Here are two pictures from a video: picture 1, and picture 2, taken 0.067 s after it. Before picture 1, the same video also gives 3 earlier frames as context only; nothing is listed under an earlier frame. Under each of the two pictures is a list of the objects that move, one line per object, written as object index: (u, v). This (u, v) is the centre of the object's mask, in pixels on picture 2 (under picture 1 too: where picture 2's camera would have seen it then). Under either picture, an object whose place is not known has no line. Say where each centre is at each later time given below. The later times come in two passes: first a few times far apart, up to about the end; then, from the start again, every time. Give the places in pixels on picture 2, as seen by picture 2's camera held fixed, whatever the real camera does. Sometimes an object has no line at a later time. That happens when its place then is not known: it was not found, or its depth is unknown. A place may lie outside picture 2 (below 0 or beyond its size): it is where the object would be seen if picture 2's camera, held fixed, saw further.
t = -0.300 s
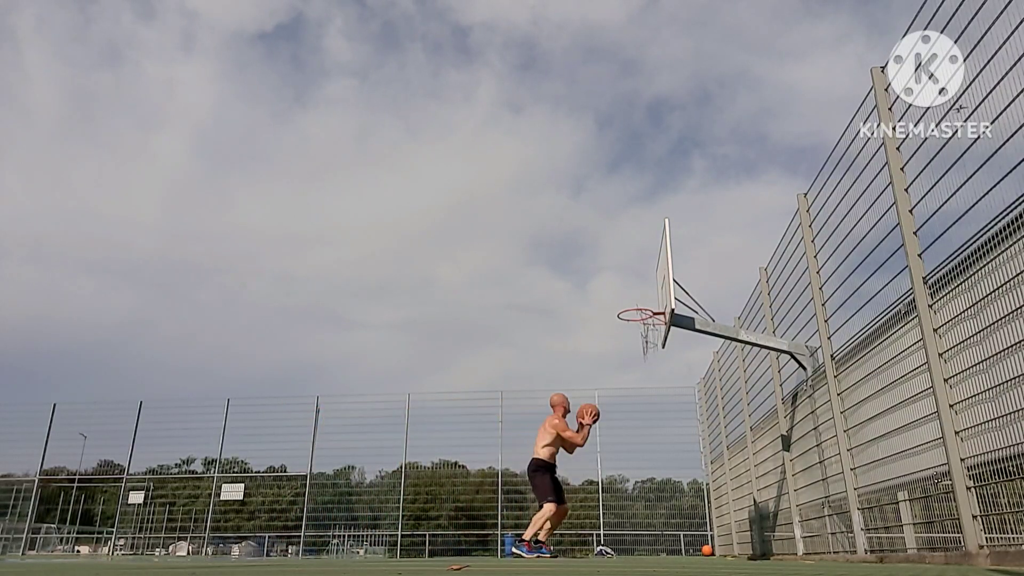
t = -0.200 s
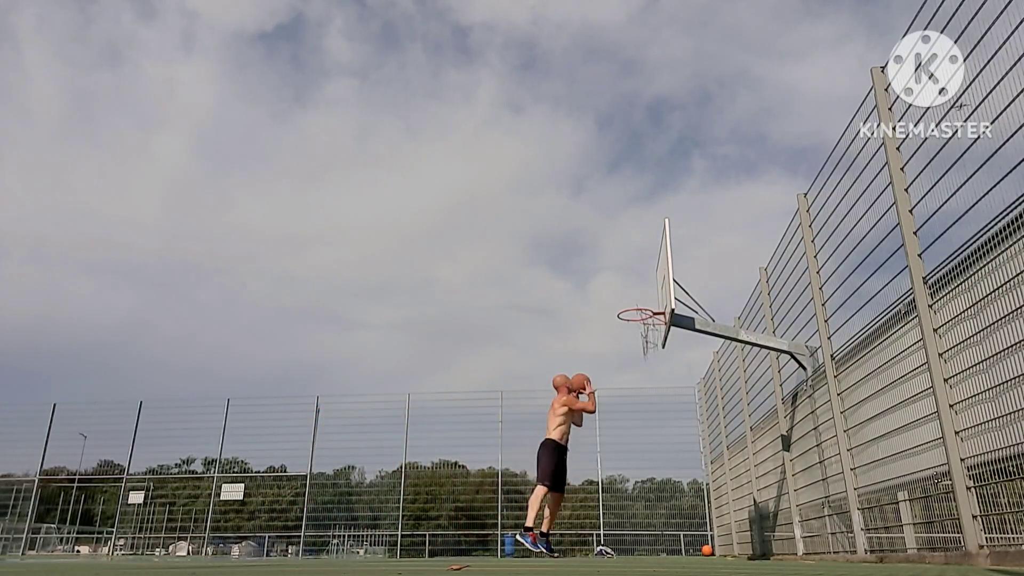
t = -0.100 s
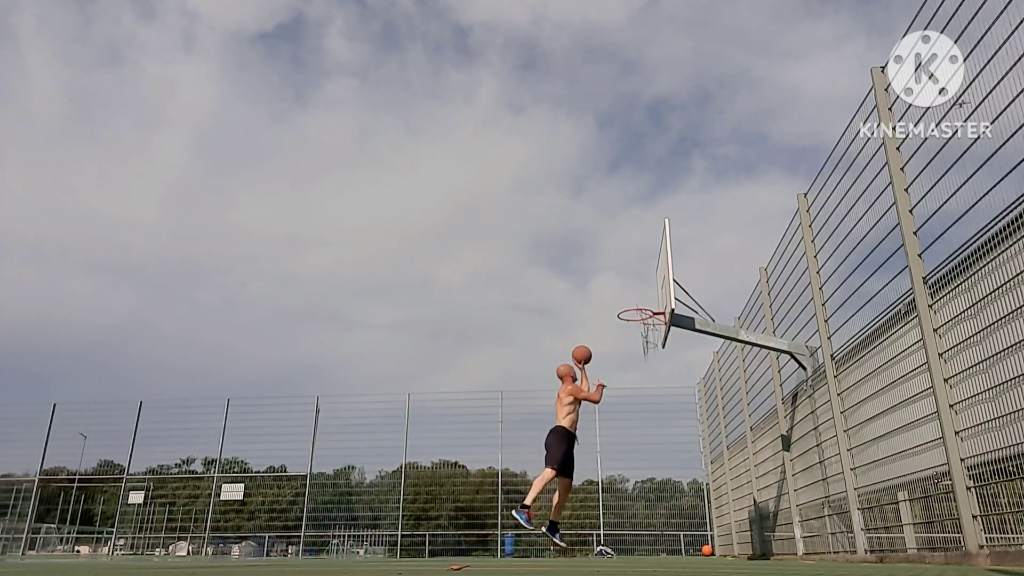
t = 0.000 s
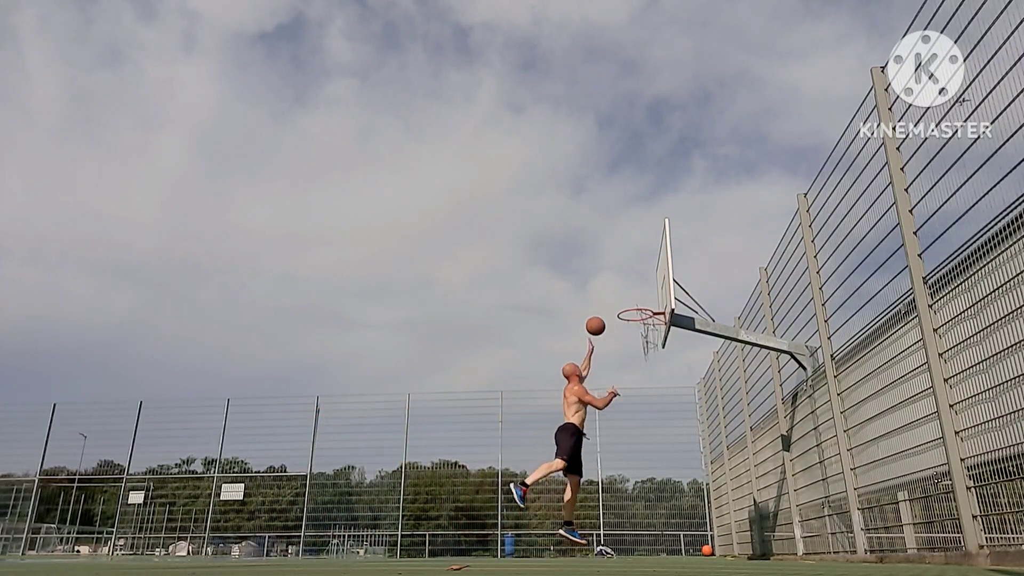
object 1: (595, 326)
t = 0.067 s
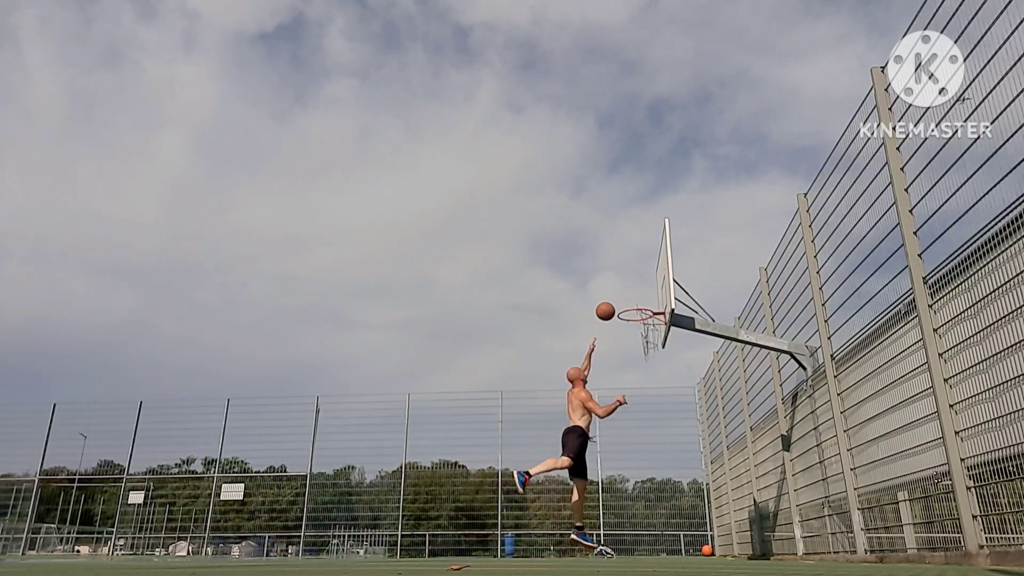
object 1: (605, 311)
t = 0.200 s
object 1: (625, 292)
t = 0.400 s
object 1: (653, 289)
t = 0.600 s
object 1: (633, 314)
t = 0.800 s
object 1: (609, 366)
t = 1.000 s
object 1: (588, 448)
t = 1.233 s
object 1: (564, 519)
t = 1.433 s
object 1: (546, 443)
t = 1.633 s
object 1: (530, 401)
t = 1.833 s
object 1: (515, 386)
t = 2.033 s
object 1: (502, 399)
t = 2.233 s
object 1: (488, 437)
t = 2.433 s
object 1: (474, 503)
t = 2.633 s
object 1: (462, 512)
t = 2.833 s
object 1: (453, 465)
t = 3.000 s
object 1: (446, 446)
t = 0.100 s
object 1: (610, 305)
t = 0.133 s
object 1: (615, 300)
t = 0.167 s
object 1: (620, 296)
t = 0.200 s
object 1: (625, 292)
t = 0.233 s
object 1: (629, 290)
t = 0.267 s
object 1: (634, 288)
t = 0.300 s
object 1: (639, 287)
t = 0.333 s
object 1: (644, 287)
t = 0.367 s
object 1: (649, 288)
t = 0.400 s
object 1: (653, 289)
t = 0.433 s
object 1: (655, 291)
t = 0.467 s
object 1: (650, 294)
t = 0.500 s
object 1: (646, 298)
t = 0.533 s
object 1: (642, 302)
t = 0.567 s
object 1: (637, 308)
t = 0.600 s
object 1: (633, 314)
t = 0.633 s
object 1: (629, 321)
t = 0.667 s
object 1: (625, 328)
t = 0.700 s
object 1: (621, 336)
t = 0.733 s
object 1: (617, 345)
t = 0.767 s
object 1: (613, 355)
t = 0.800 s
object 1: (609, 366)
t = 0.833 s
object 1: (605, 377)
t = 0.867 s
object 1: (602, 390)
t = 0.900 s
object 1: (598, 403)
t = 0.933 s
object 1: (595, 417)
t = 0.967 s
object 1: (591, 432)
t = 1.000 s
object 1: (588, 448)
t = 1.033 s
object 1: (584, 465)
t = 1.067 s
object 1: (581, 483)
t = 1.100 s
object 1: (578, 502)
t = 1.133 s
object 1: (574, 522)
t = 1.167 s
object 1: (571, 543)
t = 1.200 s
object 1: (567, 535)
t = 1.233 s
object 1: (564, 519)
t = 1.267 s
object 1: (561, 504)
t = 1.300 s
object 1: (557, 489)
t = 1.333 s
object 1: (554, 476)
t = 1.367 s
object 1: (551, 464)
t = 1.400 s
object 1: (548, 453)
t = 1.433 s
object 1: (546, 443)
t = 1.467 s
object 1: (543, 434)
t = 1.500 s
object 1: (540, 426)
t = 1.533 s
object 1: (537, 418)
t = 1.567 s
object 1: (535, 411)
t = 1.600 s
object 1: (532, 406)
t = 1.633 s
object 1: (530, 401)
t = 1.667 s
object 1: (527, 396)
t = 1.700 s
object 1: (525, 393)
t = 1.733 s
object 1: (522, 390)
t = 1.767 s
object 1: (520, 388)
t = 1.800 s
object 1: (518, 387)
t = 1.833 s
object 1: (515, 386)
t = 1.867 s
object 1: (513, 387)
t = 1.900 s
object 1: (511, 388)
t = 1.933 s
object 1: (509, 389)
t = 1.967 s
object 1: (506, 392)
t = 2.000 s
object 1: (504, 395)
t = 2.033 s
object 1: (502, 399)
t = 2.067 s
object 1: (499, 403)
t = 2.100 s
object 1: (497, 409)
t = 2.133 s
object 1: (495, 415)
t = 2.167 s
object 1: (493, 421)
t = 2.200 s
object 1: (490, 429)
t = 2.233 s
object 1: (488, 437)
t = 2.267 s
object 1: (486, 446)
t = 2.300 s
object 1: (484, 456)
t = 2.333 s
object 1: (481, 467)
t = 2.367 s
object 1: (479, 478)
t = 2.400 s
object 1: (477, 490)
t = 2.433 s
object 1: (474, 503)
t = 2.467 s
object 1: (472, 517)
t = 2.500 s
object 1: (470, 532)
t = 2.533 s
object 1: (468, 547)
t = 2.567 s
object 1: (466, 536)
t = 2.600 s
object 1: (464, 524)
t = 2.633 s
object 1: (462, 512)
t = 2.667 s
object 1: (461, 502)
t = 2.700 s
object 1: (460, 493)
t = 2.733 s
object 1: (458, 485)
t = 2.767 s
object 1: (456, 477)
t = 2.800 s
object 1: (455, 470)
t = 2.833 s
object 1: (453, 465)
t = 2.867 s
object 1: (452, 460)
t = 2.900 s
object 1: (450, 455)
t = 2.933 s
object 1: (449, 452)
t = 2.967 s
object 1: (447, 449)
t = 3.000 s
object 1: (446, 446)
